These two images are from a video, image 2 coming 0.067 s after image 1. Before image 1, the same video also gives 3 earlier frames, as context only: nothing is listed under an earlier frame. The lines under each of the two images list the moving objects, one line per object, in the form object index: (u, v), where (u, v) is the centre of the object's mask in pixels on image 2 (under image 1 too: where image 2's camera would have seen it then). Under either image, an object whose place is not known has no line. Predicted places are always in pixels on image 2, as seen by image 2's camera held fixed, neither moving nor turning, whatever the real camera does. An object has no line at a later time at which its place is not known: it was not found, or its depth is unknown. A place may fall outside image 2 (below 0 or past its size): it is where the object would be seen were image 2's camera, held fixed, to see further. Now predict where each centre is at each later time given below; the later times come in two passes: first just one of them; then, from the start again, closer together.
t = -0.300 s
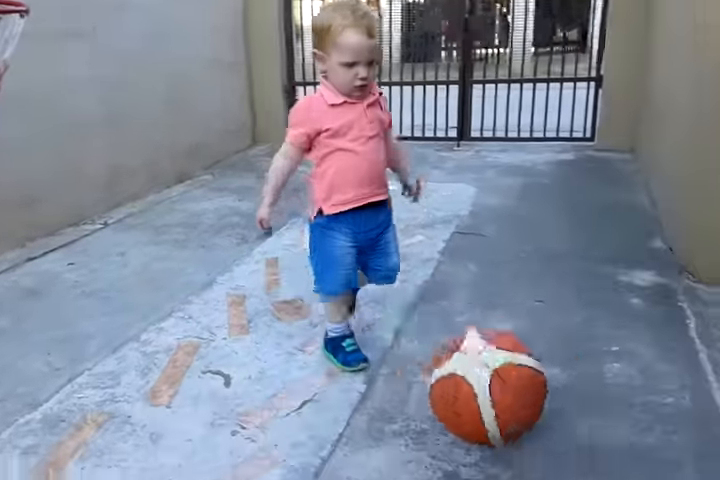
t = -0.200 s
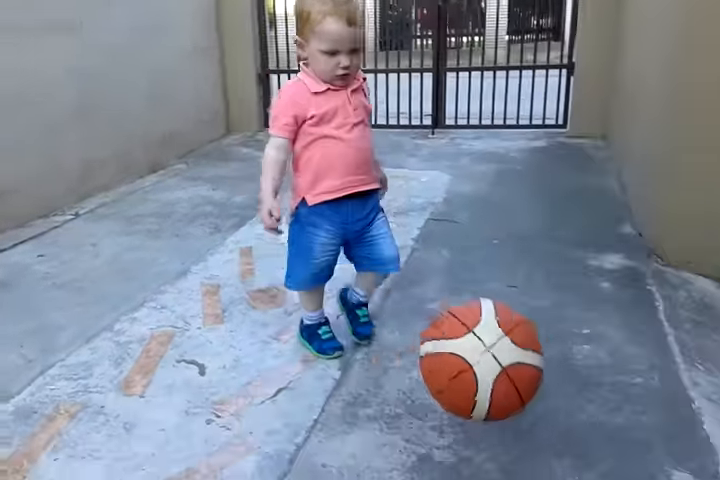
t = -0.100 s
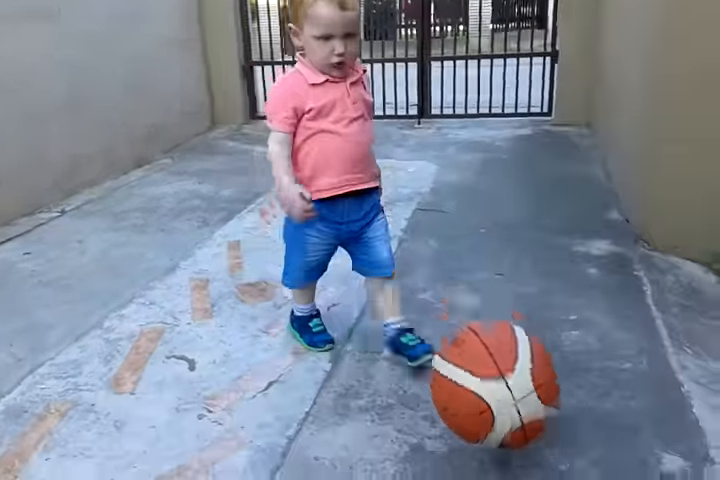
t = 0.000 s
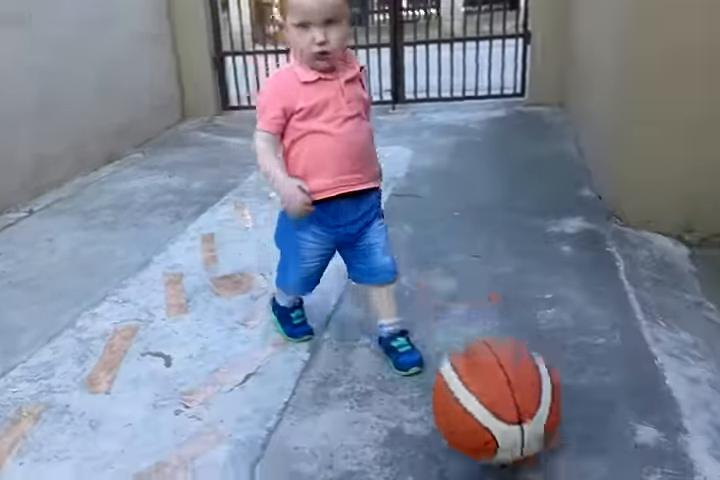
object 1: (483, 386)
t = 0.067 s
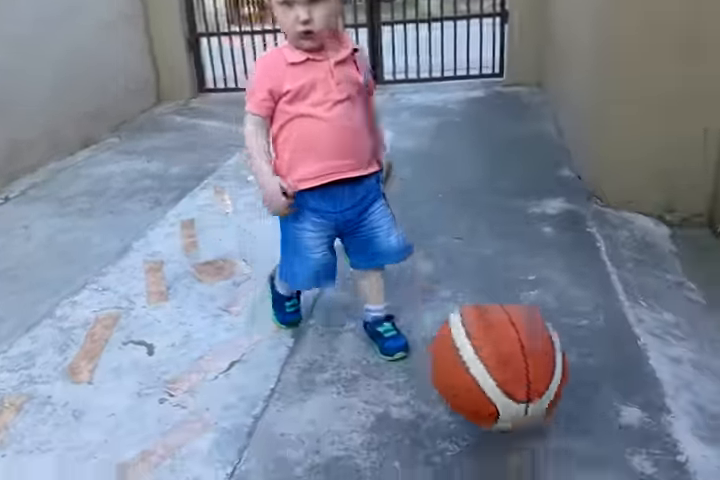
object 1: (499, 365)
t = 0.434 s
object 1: (590, 412)
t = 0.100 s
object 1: (508, 364)
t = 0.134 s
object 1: (517, 364)
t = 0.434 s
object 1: (590, 412)
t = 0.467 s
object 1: (596, 417)
